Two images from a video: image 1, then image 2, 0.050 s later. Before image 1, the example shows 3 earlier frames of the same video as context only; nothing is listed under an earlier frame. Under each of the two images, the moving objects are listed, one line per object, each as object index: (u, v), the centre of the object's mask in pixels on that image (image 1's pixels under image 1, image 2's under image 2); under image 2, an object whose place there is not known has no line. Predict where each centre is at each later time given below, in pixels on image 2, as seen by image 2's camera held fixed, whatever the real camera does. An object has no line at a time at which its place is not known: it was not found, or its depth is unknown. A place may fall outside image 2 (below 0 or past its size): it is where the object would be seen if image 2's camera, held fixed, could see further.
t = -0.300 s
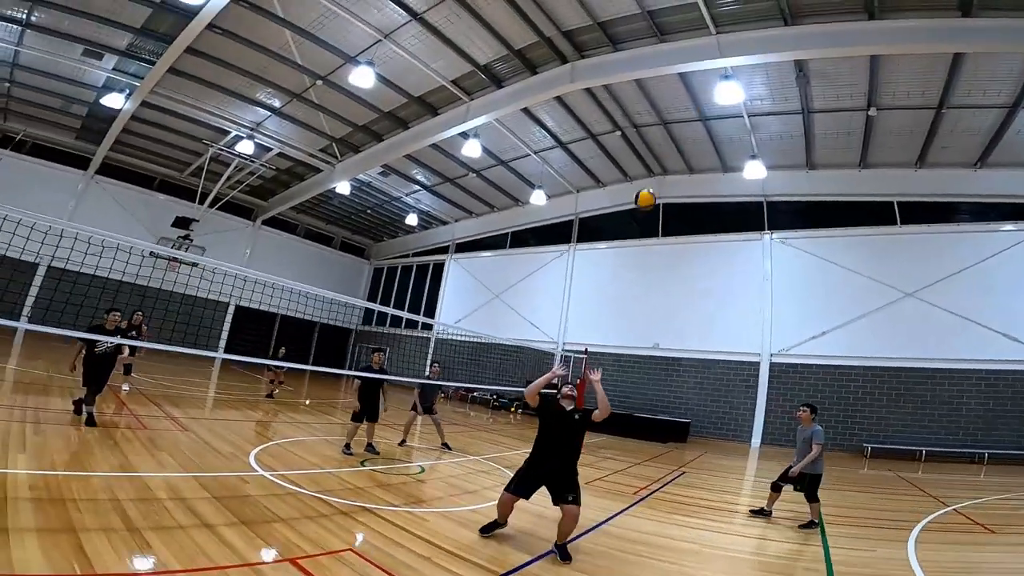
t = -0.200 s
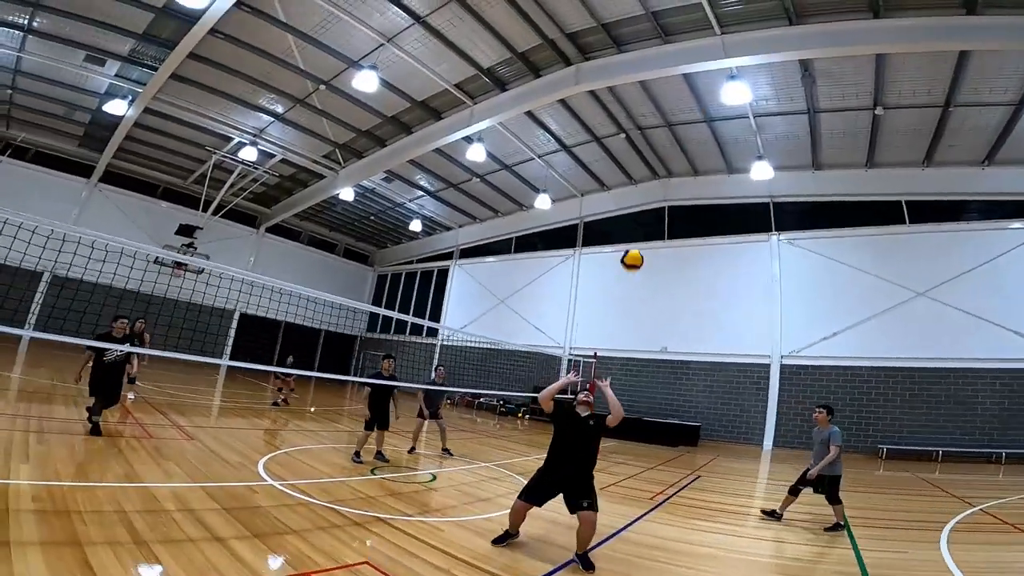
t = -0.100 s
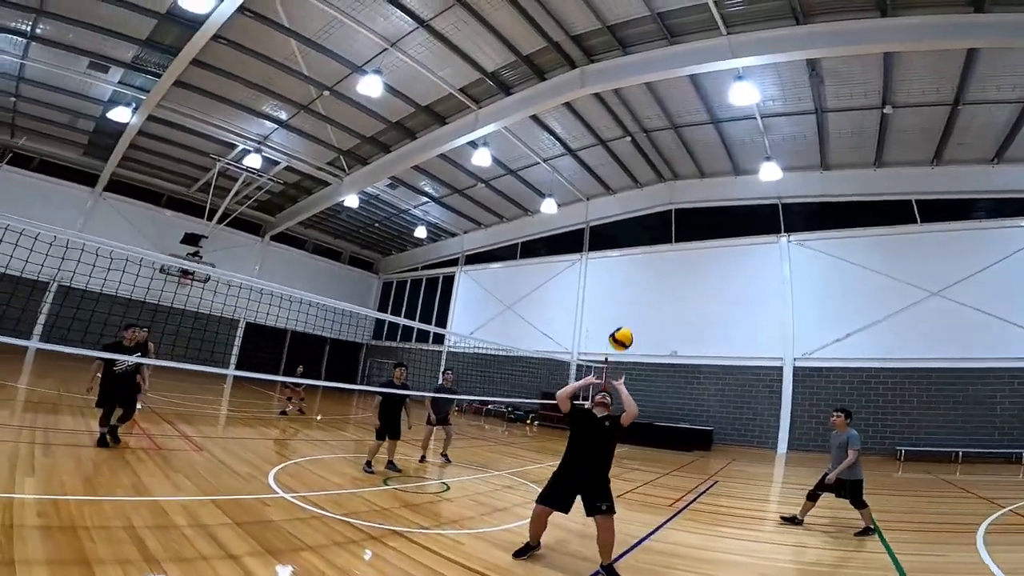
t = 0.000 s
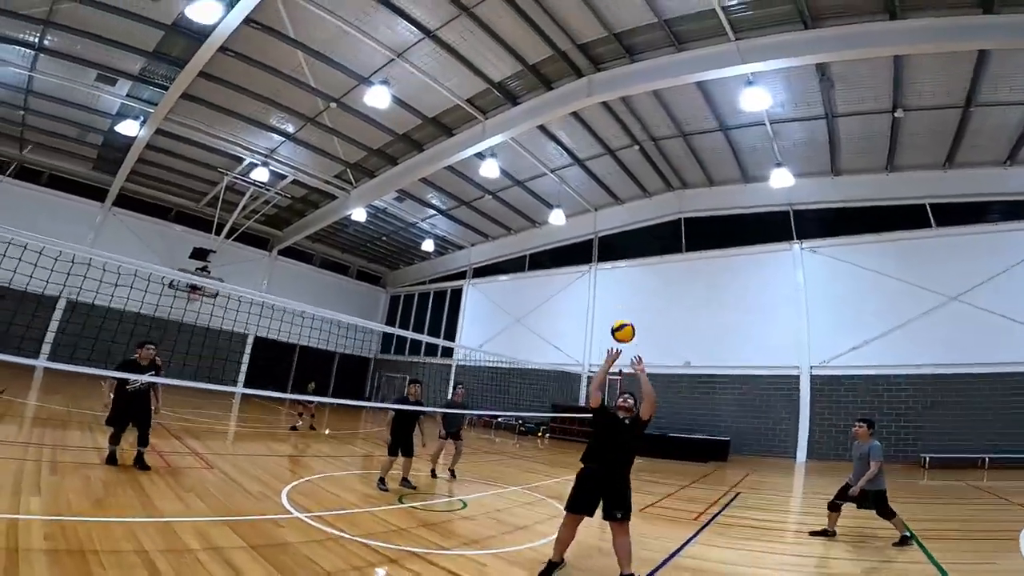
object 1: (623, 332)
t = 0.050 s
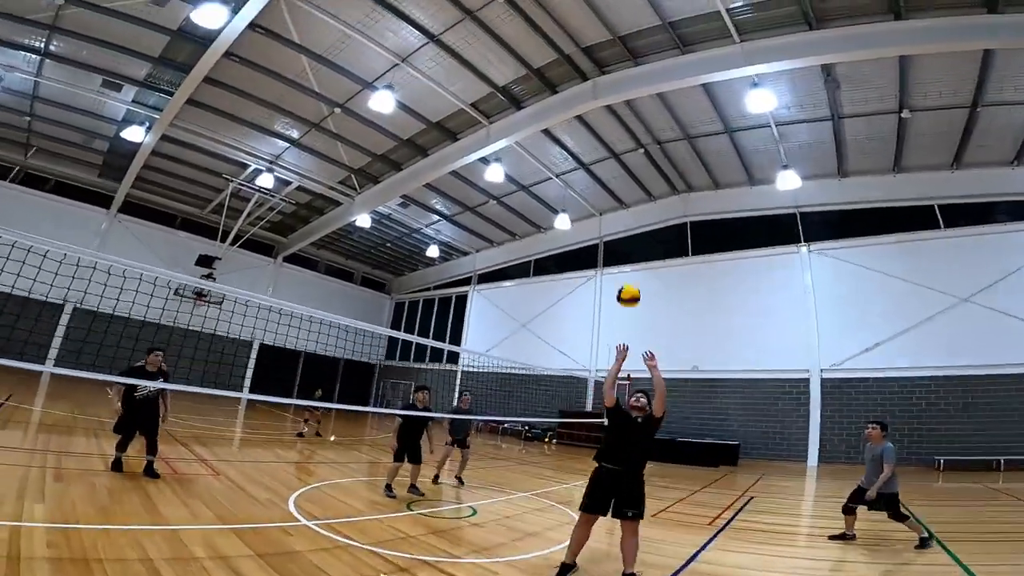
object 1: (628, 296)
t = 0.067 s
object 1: (626, 284)
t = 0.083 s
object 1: (625, 272)
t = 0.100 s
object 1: (623, 260)
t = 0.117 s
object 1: (623, 248)
